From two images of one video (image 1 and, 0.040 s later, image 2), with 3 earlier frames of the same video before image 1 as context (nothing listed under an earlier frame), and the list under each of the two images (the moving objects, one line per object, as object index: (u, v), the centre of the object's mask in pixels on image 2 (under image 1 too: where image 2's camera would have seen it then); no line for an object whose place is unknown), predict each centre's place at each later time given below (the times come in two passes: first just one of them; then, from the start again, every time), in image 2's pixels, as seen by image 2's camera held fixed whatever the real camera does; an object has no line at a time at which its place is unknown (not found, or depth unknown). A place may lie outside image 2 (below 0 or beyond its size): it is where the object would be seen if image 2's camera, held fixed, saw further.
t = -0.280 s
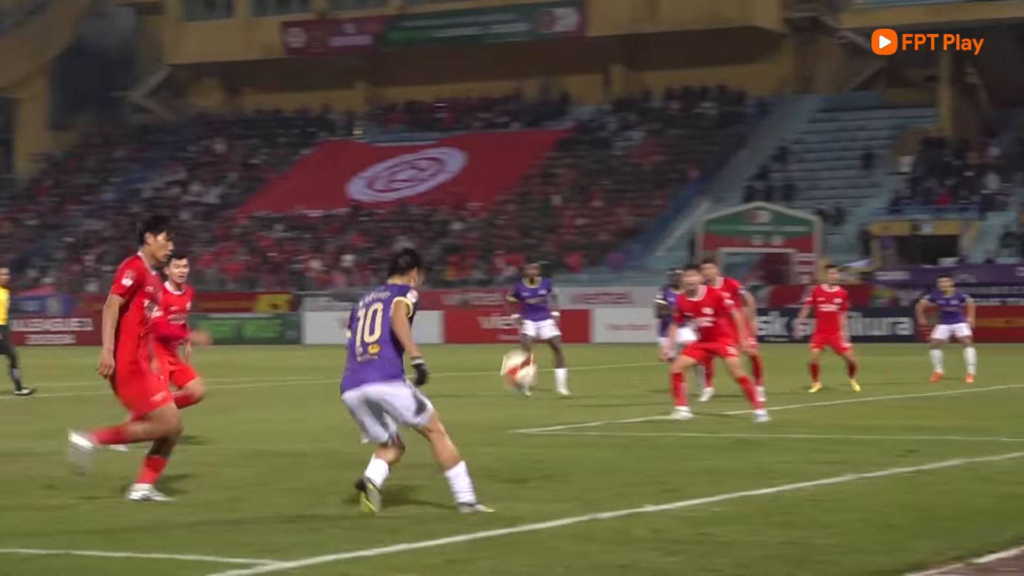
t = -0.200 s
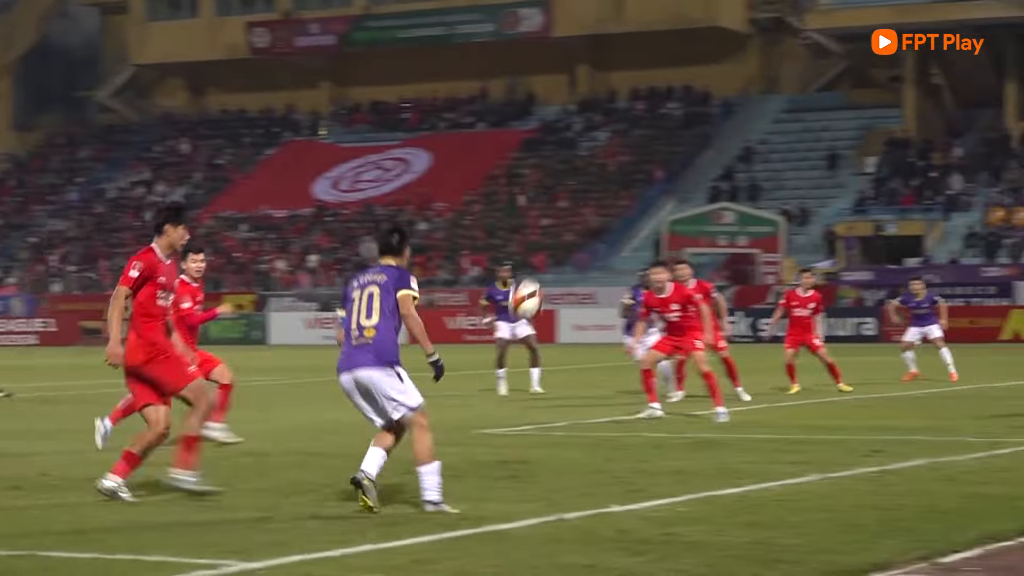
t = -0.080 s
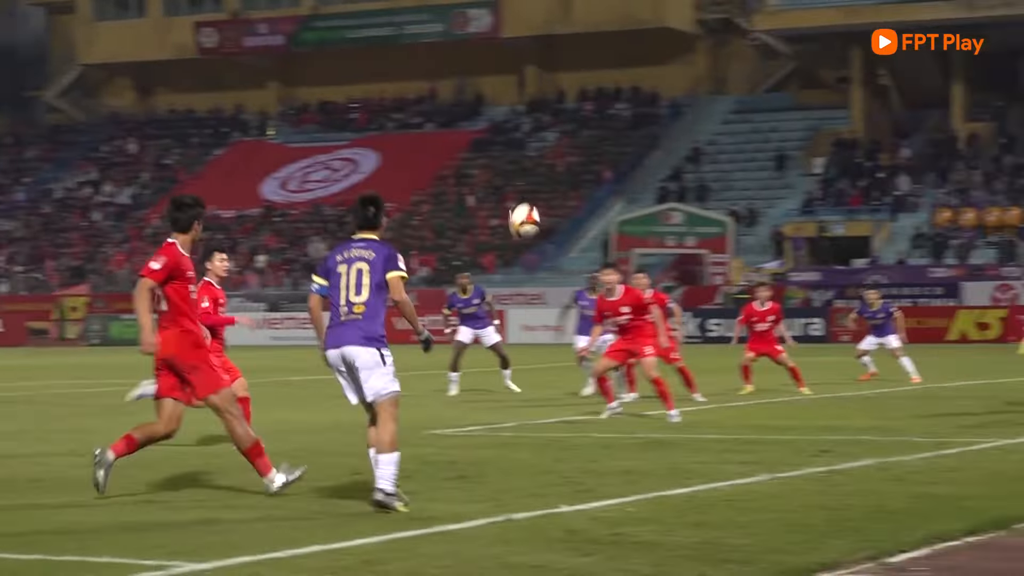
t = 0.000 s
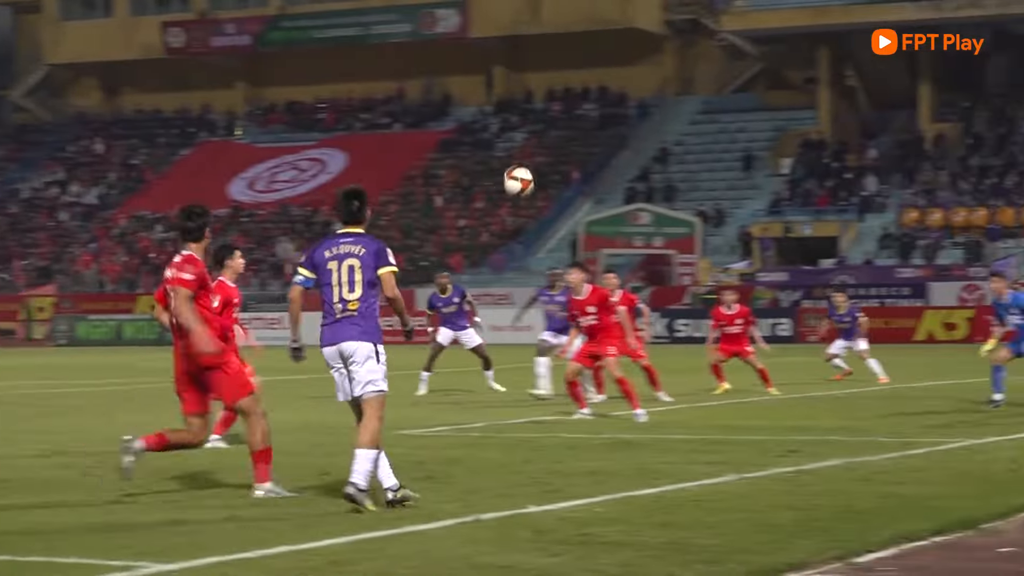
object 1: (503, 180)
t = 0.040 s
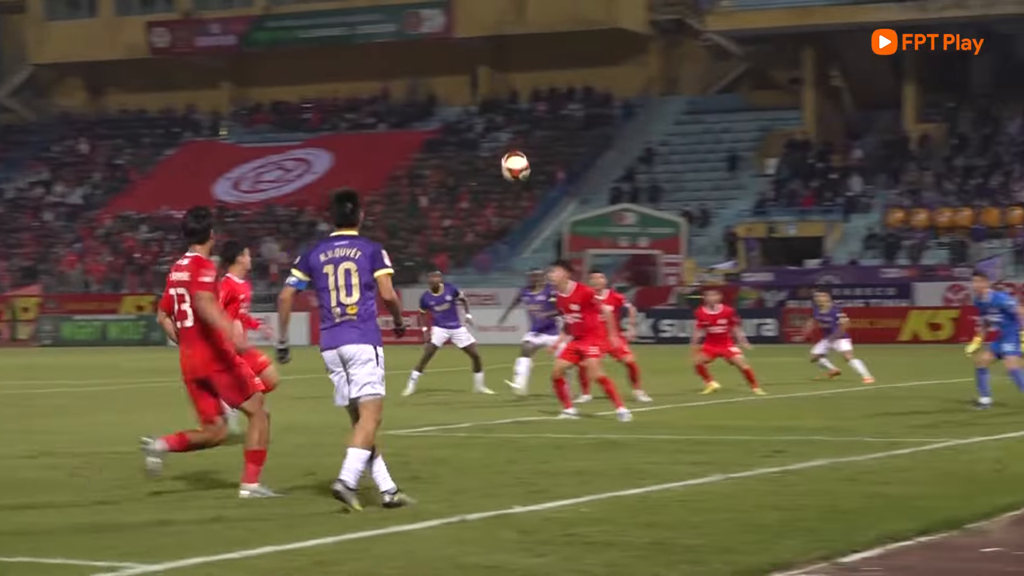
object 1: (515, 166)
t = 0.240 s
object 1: (558, 120)
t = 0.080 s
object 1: (525, 153)
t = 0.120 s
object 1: (534, 142)
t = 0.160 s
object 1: (543, 133)
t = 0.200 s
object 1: (551, 125)
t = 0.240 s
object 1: (558, 120)
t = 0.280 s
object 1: (565, 114)
